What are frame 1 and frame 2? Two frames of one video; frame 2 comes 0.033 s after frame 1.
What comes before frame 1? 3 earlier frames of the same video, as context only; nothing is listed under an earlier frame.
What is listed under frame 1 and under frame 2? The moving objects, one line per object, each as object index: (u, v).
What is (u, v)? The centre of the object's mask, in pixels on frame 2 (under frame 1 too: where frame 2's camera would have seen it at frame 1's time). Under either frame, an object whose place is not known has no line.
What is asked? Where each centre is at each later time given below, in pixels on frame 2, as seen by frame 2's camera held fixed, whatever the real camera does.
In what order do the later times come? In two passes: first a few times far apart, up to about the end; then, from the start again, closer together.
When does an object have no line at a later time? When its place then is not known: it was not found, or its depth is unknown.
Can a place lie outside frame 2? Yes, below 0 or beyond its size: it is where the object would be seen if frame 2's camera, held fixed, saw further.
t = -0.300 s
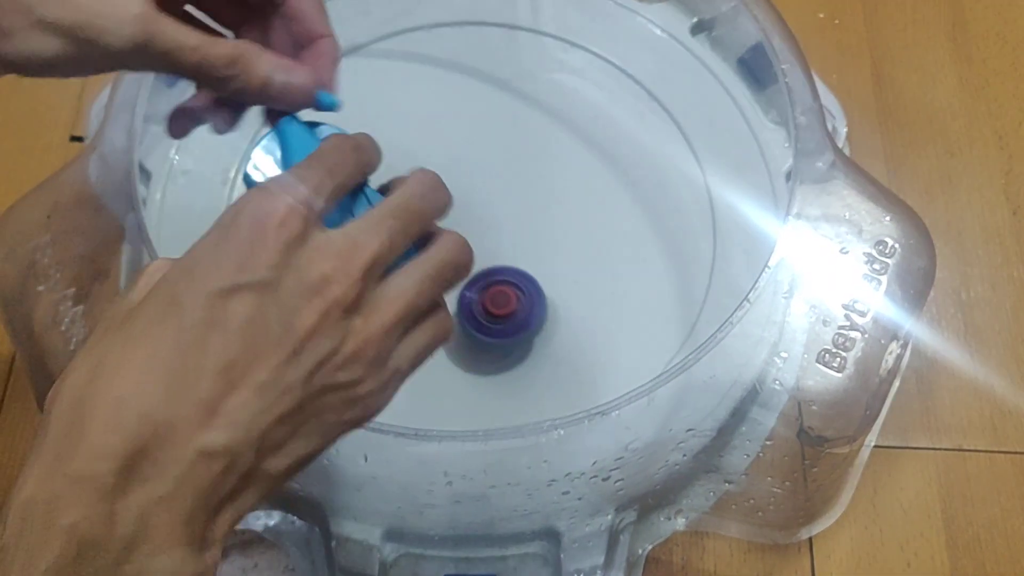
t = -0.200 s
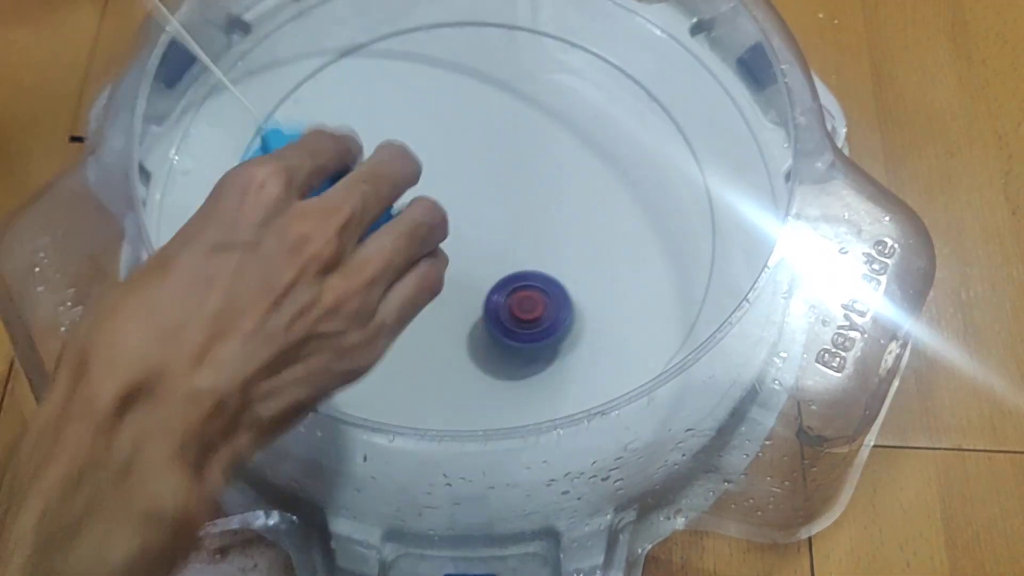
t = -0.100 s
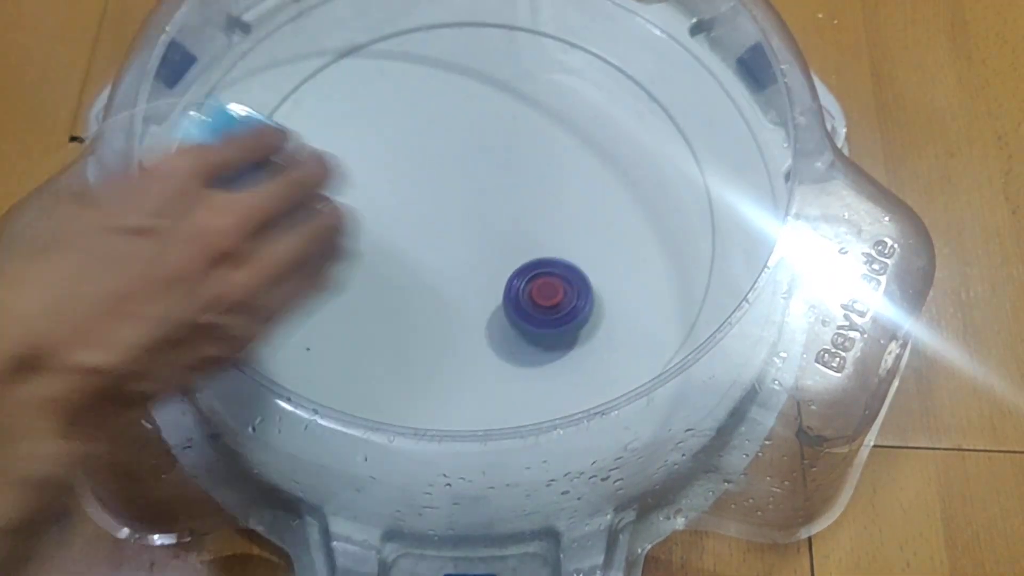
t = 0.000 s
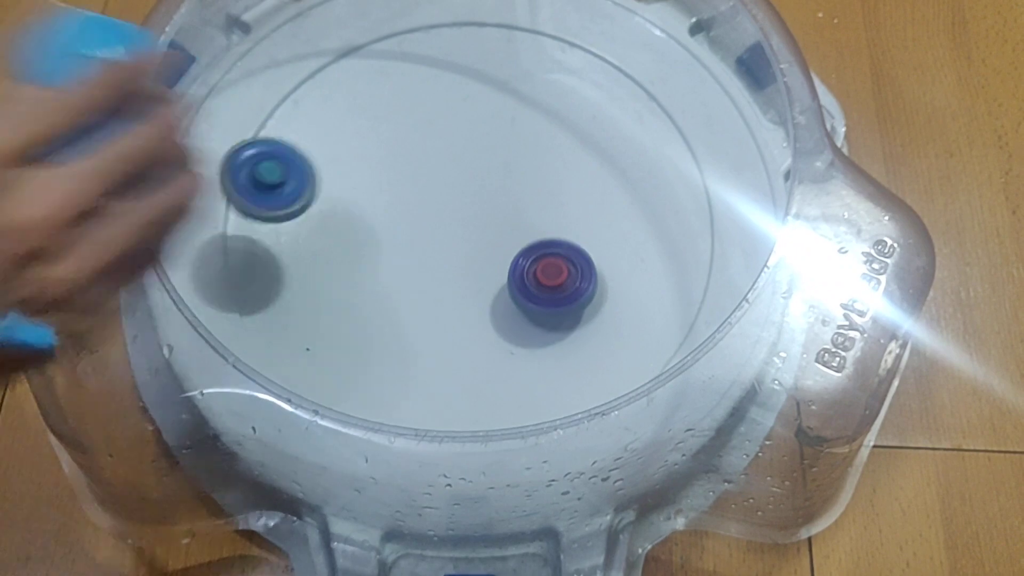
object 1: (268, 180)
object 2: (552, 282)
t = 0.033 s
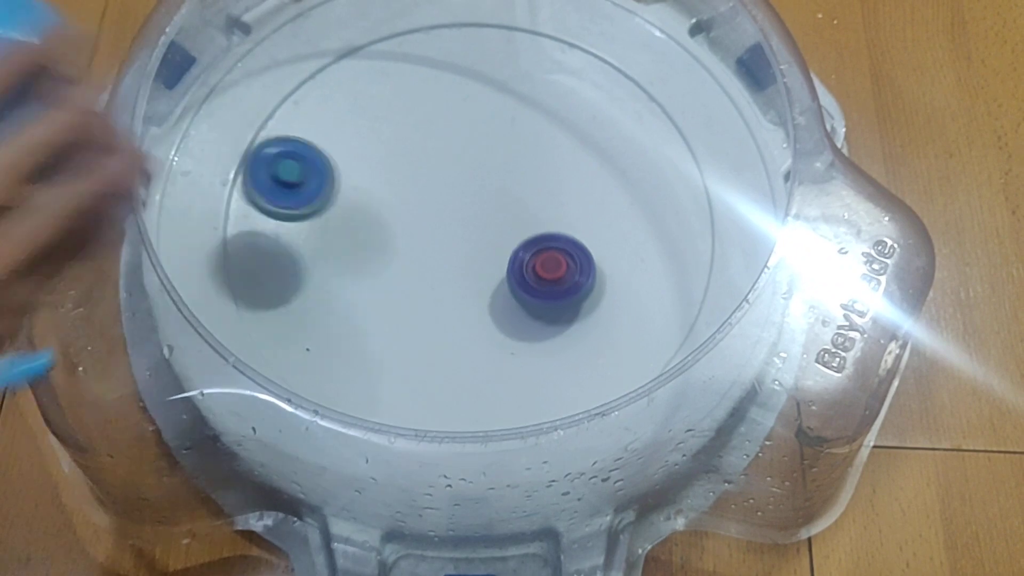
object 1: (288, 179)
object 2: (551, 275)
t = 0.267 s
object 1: (414, 194)
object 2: (499, 242)
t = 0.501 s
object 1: (294, 81)
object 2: (534, 281)
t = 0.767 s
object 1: (274, 205)
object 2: (480, 254)
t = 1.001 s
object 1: (408, 182)
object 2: (460, 287)
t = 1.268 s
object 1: (371, 63)
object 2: (484, 298)
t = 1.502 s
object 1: (318, 107)
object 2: (480, 269)
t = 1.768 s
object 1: (427, 175)
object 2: (433, 257)
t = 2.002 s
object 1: (518, 82)
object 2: (416, 263)
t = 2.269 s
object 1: (425, 39)
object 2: (413, 266)
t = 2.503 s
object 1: (434, 159)
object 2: (415, 252)
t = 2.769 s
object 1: (609, 149)
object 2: (402, 235)
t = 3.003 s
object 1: (587, 53)
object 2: (395, 235)
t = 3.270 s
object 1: (492, 126)
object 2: (413, 227)
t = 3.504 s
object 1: (559, 244)
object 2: (417, 207)
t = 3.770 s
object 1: (690, 184)
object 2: (414, 196)
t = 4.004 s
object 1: (630, 153)
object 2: (429, 199)
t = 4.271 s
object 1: (535, 224)
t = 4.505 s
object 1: (556, 322)
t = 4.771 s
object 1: (596, 321)
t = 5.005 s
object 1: (587, 304)
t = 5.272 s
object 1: (538, 300)
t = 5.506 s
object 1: (488, 315)
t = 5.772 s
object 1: (458, 335)
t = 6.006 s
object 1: (443, 336)
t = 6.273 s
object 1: (421, 326)
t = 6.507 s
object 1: (402, 313)
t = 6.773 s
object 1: (383, 292)
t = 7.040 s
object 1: (367, 265)
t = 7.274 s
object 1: (358, 245)
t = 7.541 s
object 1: (355, 227)
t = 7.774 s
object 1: (356, 211)
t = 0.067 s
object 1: (311, 188)
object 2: (548, 269)
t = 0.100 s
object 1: (338, 209)
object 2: (543, 262)
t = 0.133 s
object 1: (351, 202)
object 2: (537, 256)
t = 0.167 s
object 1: (368, 195)
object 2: (528, 252)
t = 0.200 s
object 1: (387, 200)
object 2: (520, 247)
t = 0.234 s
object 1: (403, 209)
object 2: (510, 245)
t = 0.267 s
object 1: (414, 194)
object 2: (499, 242)
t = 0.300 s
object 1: (412, 177)
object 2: (501, 251)
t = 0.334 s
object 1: (394, 155)
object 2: (515, 268)
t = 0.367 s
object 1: (379, 127)
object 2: (525, 281)
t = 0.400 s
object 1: (362, 108)
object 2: (530, 288)
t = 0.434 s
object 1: (341, 91)
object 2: (533, 289)
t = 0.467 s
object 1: (318, 82)
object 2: (533, 286)
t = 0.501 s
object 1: (294, 81)
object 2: (534, 281)
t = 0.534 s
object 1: (280, 100)
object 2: (533, 275)
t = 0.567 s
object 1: (269, 123)
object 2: (530, 269)
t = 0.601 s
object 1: (259, 140)
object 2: (525, 264)
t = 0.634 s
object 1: (253, 155)
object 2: (518, 259)
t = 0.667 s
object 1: (251, 168)
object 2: (509, 255)
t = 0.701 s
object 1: (253, 180)
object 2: (499, 253)
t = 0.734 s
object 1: (261, 191)
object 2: (489, 253)
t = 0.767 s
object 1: (274, 205)
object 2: (480, 254)
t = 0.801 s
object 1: (294, 218)
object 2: (471, 256)
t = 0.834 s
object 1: (315, 226)
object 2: (464, 260)
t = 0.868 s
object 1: (340, 229)
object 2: (458, 263)
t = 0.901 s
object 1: (365, 227)
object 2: (454, 267)
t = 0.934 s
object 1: (383, 217)
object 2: (455, 274)
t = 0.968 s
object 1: (397, 200)
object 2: (458, 282)
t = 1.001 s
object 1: (408, 182)
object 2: (460, 287)
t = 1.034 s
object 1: (417, 162)
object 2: (461, 292)
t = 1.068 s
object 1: (422, 143)
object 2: (463, 295)
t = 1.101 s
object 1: (423, 124)
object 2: (466, 298)
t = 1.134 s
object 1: (418, 109)
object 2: (470, 299)
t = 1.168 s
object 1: (410, 93)
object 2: (473, 301)
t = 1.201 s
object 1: (399, 80)
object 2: (477, 301)
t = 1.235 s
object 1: (386, 68)
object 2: (481, 300)
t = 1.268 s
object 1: (371, 63)
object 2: (484, 298)
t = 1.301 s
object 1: (358, 59)
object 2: (487, 296)
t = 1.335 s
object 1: (345, 60)
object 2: (489, 292)
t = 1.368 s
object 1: (335, 65)
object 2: (490, 288)
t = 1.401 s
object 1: (327, 72)
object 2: (489, 283)
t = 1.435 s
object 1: (321, 81)
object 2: (487, 278)
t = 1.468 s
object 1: (318, 93)
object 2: (484, 273)
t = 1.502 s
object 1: (318, 107)
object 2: (480, 269)
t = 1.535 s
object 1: (320, 121)
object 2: (474, 265)
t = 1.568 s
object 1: (327, 135)
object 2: (468, 262)
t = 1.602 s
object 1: (338, 149)
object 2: (462, 259)
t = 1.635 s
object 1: (351, 159)
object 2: (456, 258)
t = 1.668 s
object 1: (368, 167)
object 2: (450, 256)
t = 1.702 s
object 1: (386, 173)
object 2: (444, 256)
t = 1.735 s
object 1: (406, 176)
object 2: (439, 257)
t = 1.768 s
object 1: (427, 175)
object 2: (433, 257)
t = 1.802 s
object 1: (449, 171)
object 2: (430, 258)
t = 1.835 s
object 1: (468, 162)
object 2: (426, 259)
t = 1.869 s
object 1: (487, 151)
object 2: (423, 259)
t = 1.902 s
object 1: (501, 135)
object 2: (421, 261)
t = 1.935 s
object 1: (511, 118)
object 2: (419, 262)
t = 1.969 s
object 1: (517, 98)
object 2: (418, 263)
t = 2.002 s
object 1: (518, 82)
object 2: (416, 263)
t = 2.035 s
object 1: (514, 63)
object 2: (415, 264)
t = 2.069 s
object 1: (506, 50)
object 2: (414, 265)
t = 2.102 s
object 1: (494, 37)
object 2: (414, 265)
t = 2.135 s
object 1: (481, 31)
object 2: (413, 265)
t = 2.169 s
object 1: (466, 28)
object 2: (413, 266)
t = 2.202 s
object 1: (452, 29)
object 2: (413, 266)
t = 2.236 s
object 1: (437, 32)
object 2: (413, 266)
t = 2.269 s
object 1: (425, 39)
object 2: (413, 266)
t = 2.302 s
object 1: (416, 51)
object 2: (414, 265)
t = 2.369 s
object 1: (405, 86)
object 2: (415, 262)
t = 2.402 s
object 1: (405, 104)
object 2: (415, 260)
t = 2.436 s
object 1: (410, 123)
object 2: (415, 257)
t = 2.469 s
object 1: (419, 142)
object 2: (415, 254)
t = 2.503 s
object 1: (434, 159)
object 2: (415, 252)
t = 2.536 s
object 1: (452, 171)
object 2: (415, 249)
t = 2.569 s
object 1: (476, 182)
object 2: (414, 246)
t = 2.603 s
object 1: (499, 188)
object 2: (412, 244)
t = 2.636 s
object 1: (524, 190)
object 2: (411, 241)
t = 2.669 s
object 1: (551, 187)
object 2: (409, 239)
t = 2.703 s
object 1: (574, 178)
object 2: (407, 237)
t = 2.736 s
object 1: (593, 165)
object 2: (405, 236)
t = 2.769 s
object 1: (609, 149)
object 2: (402, 235)
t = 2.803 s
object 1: (619, 131)
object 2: (400, 234)
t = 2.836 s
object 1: (624, 114)
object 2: (398, 234)
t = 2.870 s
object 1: (624, 96)
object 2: (397, 234)
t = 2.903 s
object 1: (619, 81)
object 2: (395, 235)
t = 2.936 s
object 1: (610, 69)
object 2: (395, 235)
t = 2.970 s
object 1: (600, 60)
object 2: (395, 235)
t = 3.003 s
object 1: (587, 53)
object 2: (395, 235)
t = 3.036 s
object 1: (574, 51)
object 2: (395, 235)
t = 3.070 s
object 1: (560, 56)
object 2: (397, 235)
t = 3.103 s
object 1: (546, 60)
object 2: (398, 235)
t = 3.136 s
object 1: (530, 67)
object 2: (401, 235)
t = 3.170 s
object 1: (518, 79)
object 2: (404, 234)
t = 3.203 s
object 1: (506, 91)
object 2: (407, 232)
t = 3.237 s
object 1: (498, 108)
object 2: (410, 230)
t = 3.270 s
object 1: (492, 126)
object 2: (413, 227)
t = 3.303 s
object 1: (489, 144)
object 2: (414, 223)
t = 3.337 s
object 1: (492, 163)
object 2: (415, 219)
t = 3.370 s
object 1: (497, 181)
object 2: (416, 217)
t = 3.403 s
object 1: (507, 199)
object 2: (417, 215)
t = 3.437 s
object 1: (520, 217)
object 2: (417, 212)
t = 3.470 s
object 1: (538, 232)
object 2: (417, 209)
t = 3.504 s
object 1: (559, 244)
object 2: (417, 207)
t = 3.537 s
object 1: (583, 251)
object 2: (417, 205)
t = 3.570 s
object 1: (609, 252)
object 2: (417, 203)
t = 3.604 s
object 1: (633, 247)
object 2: (416, 202)
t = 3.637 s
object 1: (653, 236)
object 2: (415, 201)
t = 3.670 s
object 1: (671, 224)
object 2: (415, 200)
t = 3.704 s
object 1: (683, 210)
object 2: (414, 199)
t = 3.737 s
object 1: (689, 197)
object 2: (414, 199)
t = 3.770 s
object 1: (690, 184)
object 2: (414, 196)
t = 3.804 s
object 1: (687, 174)
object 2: (414, 198)
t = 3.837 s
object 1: (681, 168)
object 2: (415, 198)
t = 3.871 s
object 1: (675, 164)
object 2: (417, 199)
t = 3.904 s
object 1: (666, 161)
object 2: (420, 200)
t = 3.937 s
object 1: (657, 160)
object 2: (422, 200)
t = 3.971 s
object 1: (644, 156)
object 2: (426, 199)
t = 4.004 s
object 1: (630, 153)
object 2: (429, 199)
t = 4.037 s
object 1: (617, 154)
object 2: (432, 198)
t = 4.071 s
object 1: (605, 160)
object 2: (436, 197)
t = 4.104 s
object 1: (590, 162)
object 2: (439, 196)
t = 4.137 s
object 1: (577, 169)
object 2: (441, 194)
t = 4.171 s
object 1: (564, 179)
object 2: (444, 193)
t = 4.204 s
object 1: (552, 193)
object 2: (447, 191)
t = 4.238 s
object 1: (542, 207)
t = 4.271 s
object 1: (535, 224)
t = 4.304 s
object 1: (530, 241)
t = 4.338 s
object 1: (528, 258)
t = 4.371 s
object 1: (529, 275)
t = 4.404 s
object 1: (533, 290)
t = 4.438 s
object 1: (539, 304)
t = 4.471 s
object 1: (547, 314)
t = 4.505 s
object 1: (556, 322)
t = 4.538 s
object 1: (565, 327)
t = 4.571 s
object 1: (573, 330)
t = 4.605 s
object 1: (580, 330)
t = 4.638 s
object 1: (586, 330)
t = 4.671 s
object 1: (590, 328)
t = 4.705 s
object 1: (593, 326)
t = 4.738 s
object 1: (595, 323)
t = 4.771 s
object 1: (596, 321)
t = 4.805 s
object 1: (596, 318)
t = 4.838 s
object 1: (596, 315)
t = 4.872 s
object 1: (596, 312)
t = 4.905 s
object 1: (595, 310)
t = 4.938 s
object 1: (593, 308)
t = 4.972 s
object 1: (590, 306)
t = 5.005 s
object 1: (587, 304)
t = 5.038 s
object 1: (583, 302)
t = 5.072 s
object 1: (577, 300)
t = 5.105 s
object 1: (572, 299)
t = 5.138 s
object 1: (566, 299)
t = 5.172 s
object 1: (559, 299)
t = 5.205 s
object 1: (553, 298)
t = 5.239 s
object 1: (545, 299)
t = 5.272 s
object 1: (538, 300)
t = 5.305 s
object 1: (530, 300)
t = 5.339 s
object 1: (521, 302)
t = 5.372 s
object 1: (513, 303)
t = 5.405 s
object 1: (506, 305)
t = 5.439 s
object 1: (500, 308)
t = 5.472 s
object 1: (494, 312)
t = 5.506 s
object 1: (488, 315)
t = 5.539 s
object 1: (483, 319)
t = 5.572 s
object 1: (479, 322)
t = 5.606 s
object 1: (475, 324)
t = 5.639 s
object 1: (471, 327)
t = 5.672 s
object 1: (467, 328)
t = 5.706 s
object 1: (464, 330)
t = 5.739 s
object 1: (461, 333)
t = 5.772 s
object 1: (458, 335)
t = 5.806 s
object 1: (456, 336)
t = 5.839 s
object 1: (453, 337)
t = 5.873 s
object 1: (451, 337)
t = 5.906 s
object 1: (449, 337)
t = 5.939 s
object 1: (447, 337)
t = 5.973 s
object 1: (445, 337)
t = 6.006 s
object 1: (443, 336)
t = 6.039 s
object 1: (440, 335)
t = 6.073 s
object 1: (438, 334)
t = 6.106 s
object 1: (435, 333)
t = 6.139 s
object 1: (433, 331)
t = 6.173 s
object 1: (430, 329)
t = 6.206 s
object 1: (427, 329)
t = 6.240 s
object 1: (424, 327)
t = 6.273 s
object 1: (421, 326)
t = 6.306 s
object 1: (418, 324)
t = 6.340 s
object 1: (415, 321)
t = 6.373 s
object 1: (412, 321)
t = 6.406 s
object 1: (409, 319)
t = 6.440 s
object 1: (407, 318)
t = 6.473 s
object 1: (405, 315)
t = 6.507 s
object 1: (402, 313)
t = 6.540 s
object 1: (400, 311)
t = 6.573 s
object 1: (397, 309)
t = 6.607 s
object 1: (395, 307)
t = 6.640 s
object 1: (393, 304)
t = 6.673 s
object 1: (390, 301)
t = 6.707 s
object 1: (388, 298)
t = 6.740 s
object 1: (385, 295)
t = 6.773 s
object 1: (383, 292)
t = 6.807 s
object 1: (381, 289)
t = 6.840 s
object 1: (379, 286)
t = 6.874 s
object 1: (377, 282)
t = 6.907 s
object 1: (375, 279)
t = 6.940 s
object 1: (373, 276)
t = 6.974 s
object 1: (371, 272)
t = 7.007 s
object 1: (369, 269)
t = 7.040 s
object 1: (367, 265)
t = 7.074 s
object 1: (365, 261)
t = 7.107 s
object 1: (363, 258)
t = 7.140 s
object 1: (362, 255)
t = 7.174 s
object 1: (360, 253)
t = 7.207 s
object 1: (359, 250)
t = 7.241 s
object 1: (359, 247)
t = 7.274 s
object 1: (358, 245)
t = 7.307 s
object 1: (357, 242)
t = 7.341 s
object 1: (356, 239)
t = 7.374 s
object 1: (356, 237)
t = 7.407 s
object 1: (356, 236)
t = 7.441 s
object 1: (355, 233)
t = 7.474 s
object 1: (355, 231)
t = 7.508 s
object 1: (355, 229)
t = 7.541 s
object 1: (355, 227)
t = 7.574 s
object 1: (355, 225)
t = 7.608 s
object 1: (355, 222)
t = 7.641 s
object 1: (355, 220)
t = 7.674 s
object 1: (355, 218)
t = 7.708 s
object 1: (355, 216)
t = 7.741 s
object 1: (355, 214)
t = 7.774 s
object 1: (356, 211)
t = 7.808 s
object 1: (357, 209)
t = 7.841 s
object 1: (358, 206)
